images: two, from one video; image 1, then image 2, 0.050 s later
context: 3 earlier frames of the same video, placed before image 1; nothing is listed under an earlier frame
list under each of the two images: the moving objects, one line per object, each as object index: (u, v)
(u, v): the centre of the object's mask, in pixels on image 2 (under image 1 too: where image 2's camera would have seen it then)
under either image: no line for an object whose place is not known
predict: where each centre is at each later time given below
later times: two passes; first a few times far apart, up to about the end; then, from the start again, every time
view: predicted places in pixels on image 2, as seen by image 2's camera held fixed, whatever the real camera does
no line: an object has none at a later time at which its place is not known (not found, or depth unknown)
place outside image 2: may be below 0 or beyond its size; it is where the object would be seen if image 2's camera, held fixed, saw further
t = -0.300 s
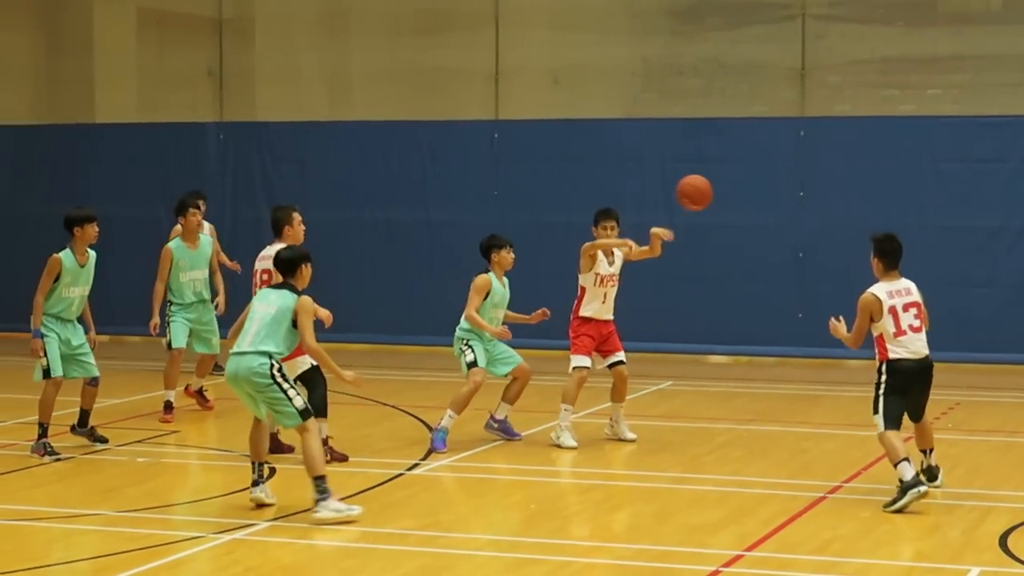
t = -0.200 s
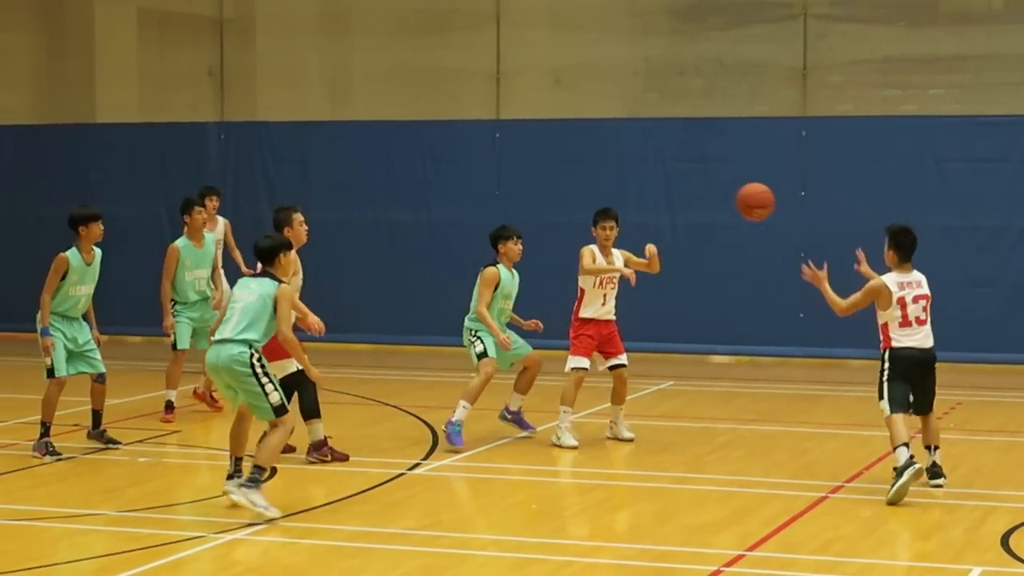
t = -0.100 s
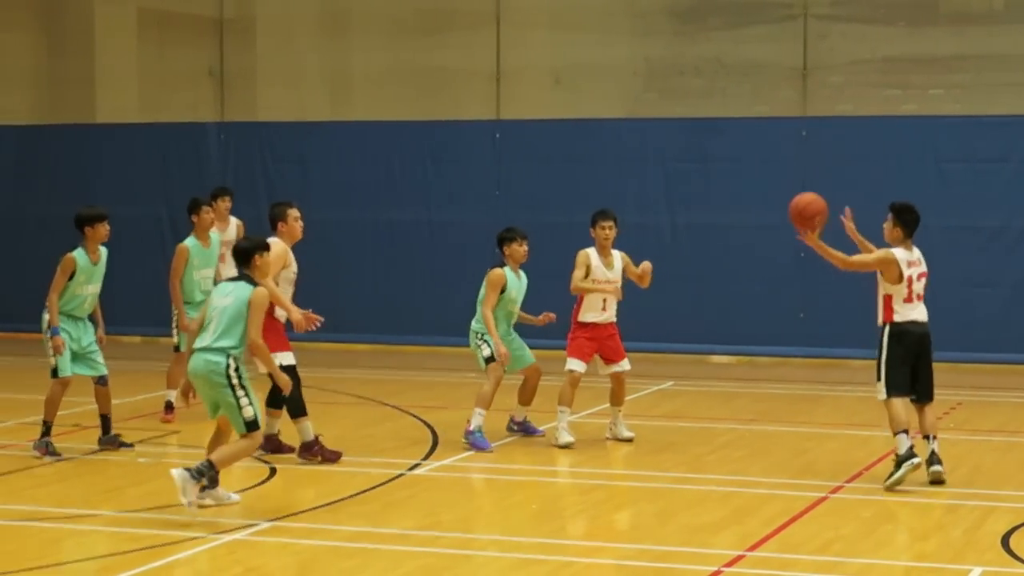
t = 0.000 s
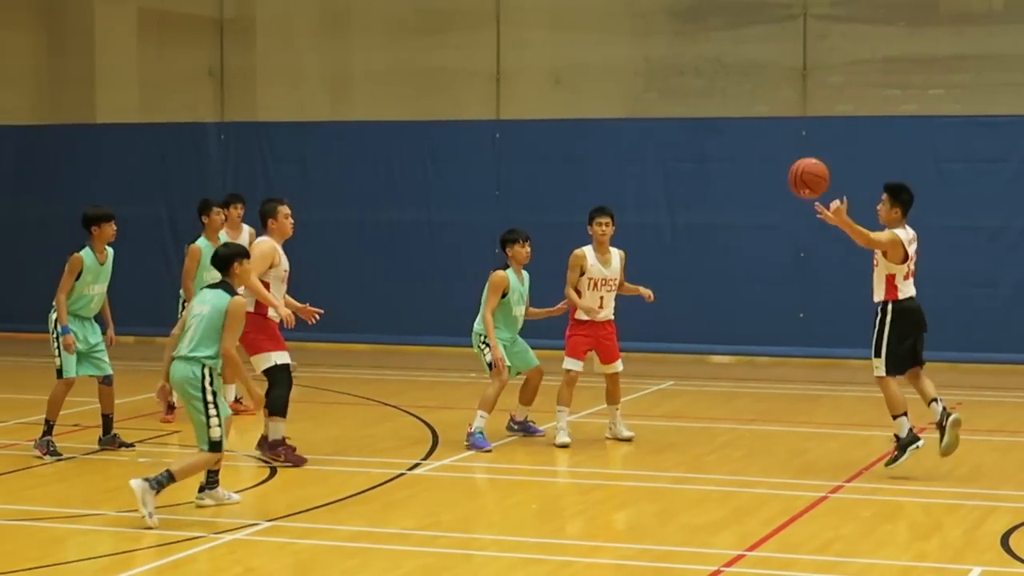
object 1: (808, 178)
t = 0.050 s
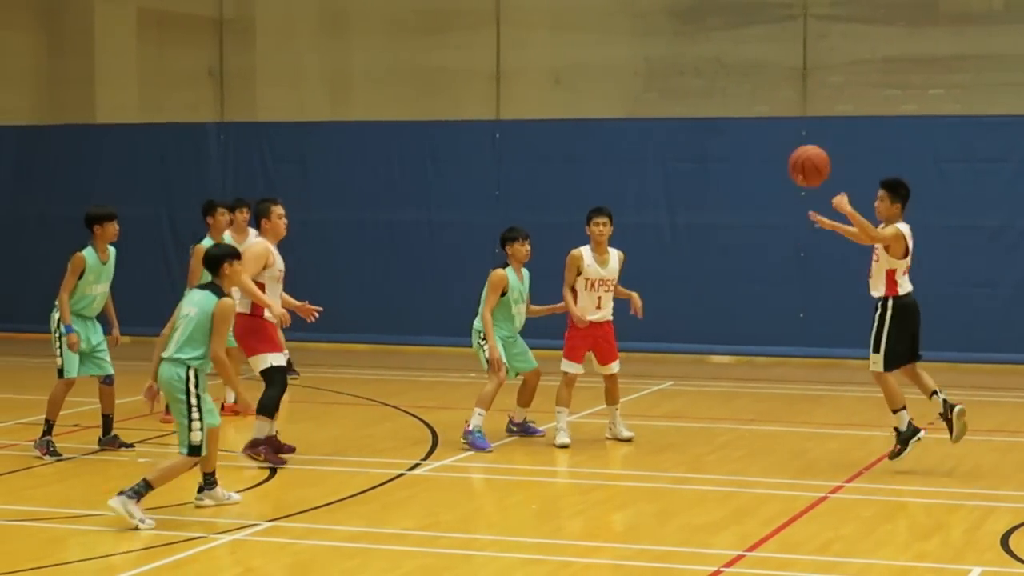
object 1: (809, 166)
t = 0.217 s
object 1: (809, 154)
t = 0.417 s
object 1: (811, 209)
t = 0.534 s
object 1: (812, 282)
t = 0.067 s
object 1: (809, 163)
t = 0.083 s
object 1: (809, 160)
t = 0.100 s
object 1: (809, 158)
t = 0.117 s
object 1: (809, 156)
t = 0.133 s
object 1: (809, 154)
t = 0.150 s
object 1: (809, 153)
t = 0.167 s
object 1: (809, 153)
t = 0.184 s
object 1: (809, 153)
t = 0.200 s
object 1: (809, 153)
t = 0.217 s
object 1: (809, 154)
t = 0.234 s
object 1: (809, 156)
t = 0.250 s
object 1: (809, 158)
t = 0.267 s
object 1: (809, 160)
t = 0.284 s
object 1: (809, 163)
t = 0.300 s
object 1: (810, 167)
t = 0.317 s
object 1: (810, 171)
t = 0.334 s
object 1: (810, 176)
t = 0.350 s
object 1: (810, 181)
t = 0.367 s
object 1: (810, 187)
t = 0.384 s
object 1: (810, 194)
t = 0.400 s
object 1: (811, 201)
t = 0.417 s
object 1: (811, 209)
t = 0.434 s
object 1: (811, 217)
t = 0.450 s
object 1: (811, 226)
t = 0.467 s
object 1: (812, 236)
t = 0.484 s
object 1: (812, 247)
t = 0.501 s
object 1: (812, 258)
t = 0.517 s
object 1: (812, 270)
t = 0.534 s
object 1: (812, 282)
